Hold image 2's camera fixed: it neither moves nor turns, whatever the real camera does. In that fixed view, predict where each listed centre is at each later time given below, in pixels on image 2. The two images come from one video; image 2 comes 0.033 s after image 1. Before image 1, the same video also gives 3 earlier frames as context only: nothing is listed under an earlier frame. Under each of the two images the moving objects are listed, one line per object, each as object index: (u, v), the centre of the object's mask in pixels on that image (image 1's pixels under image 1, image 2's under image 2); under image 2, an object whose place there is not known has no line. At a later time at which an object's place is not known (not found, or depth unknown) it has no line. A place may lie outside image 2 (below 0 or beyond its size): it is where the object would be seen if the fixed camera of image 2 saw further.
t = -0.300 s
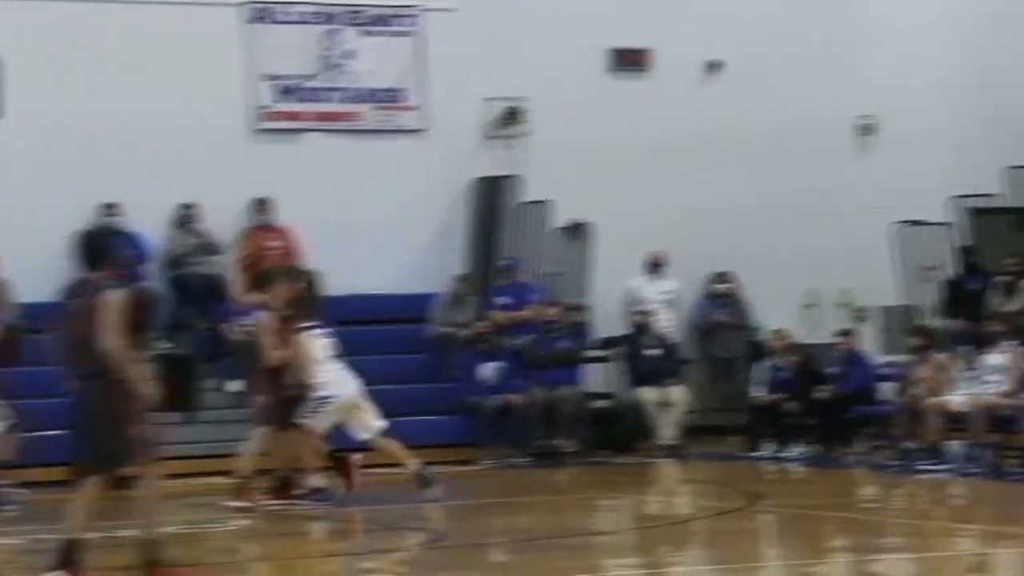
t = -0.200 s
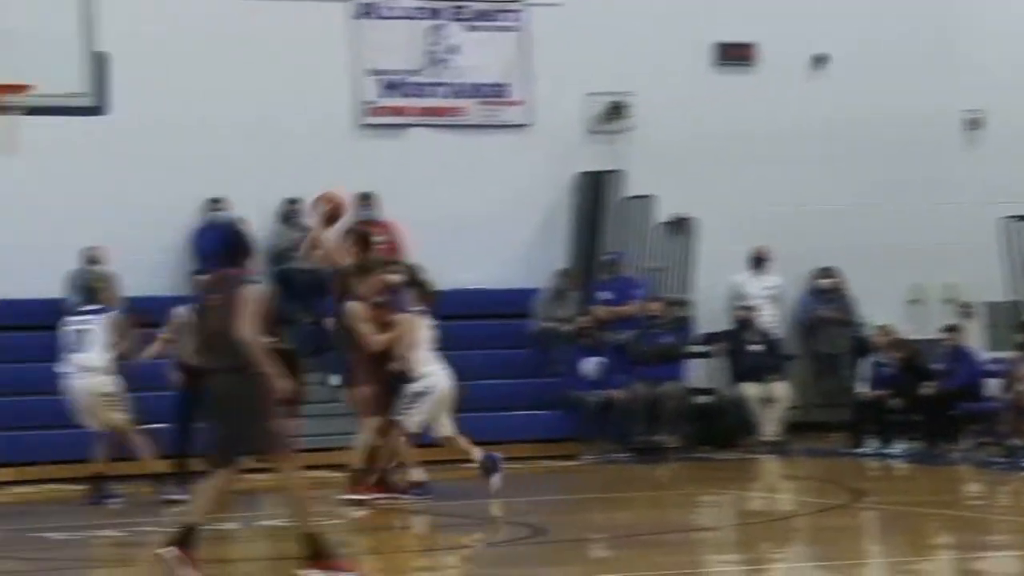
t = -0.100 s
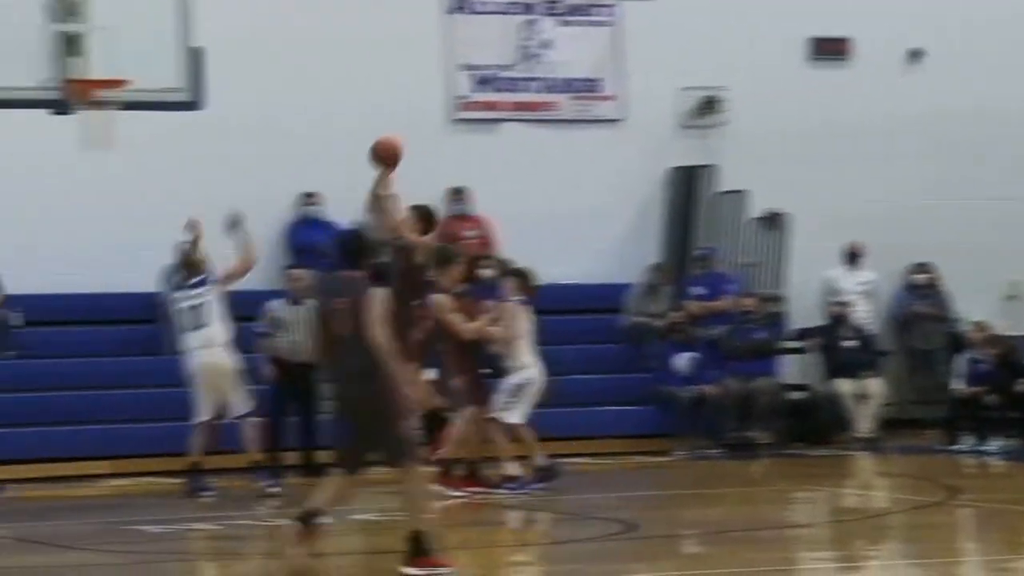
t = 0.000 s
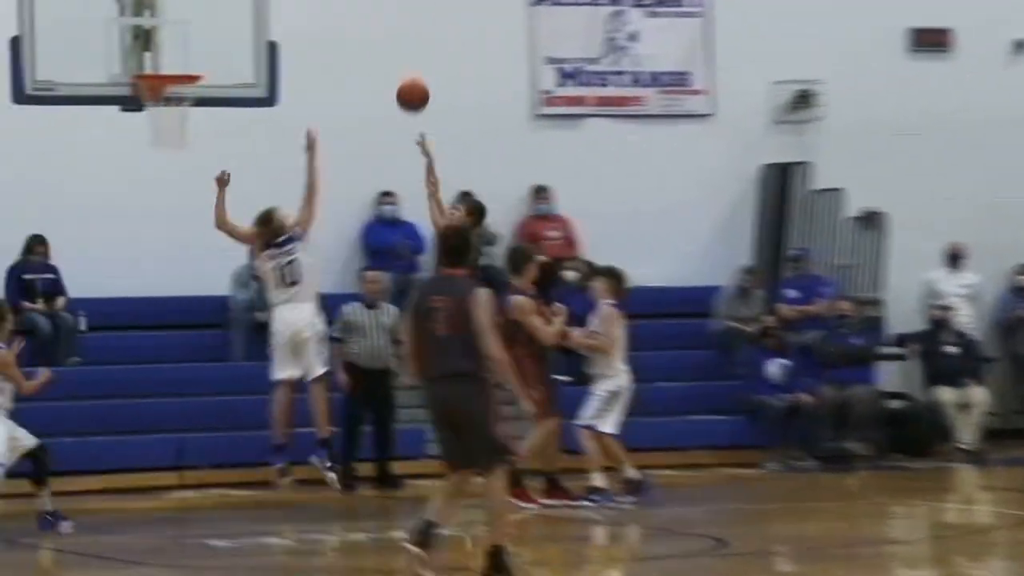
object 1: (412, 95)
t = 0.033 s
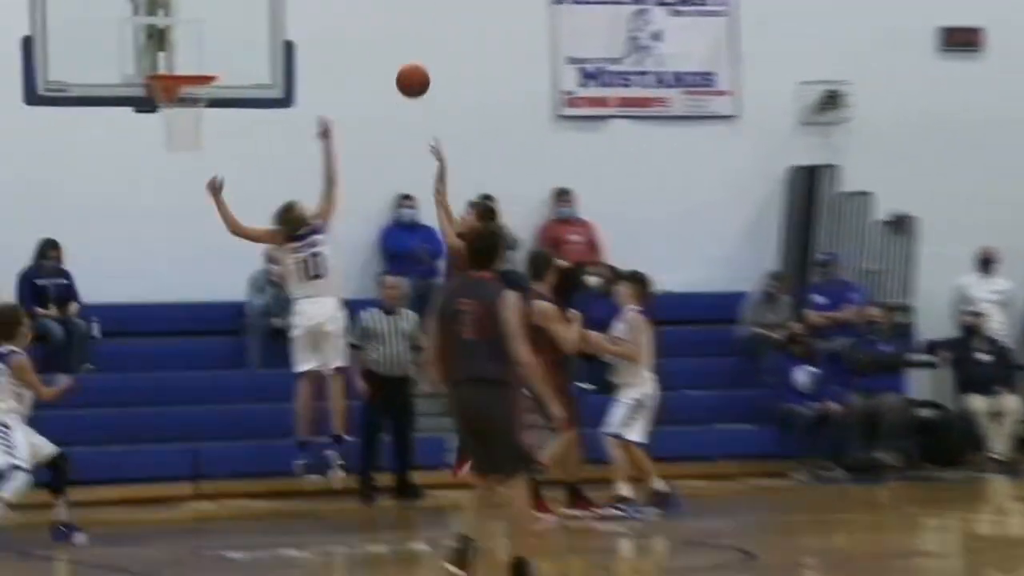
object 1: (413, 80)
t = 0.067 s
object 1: (393, 67)
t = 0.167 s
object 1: (334, 35)
